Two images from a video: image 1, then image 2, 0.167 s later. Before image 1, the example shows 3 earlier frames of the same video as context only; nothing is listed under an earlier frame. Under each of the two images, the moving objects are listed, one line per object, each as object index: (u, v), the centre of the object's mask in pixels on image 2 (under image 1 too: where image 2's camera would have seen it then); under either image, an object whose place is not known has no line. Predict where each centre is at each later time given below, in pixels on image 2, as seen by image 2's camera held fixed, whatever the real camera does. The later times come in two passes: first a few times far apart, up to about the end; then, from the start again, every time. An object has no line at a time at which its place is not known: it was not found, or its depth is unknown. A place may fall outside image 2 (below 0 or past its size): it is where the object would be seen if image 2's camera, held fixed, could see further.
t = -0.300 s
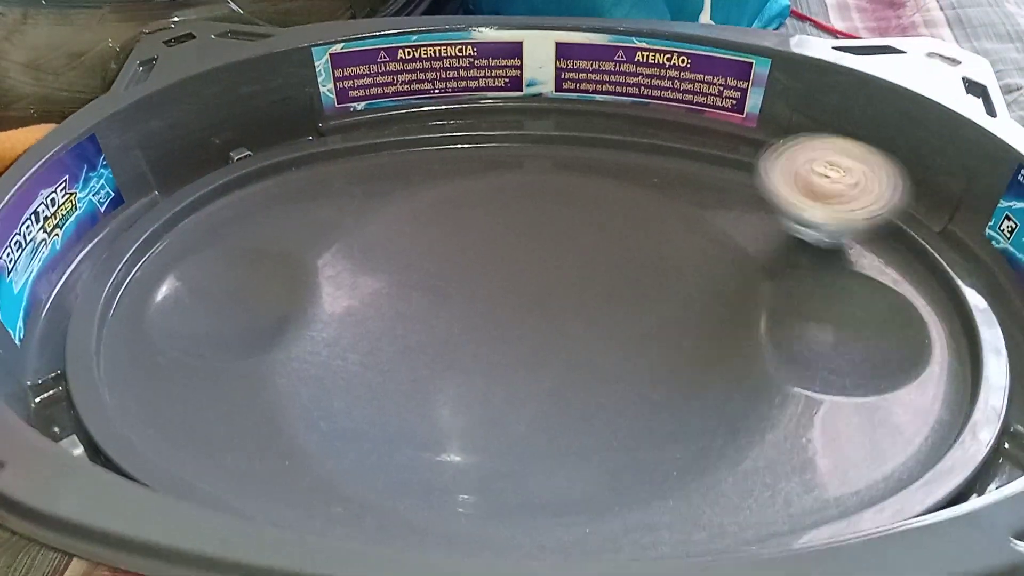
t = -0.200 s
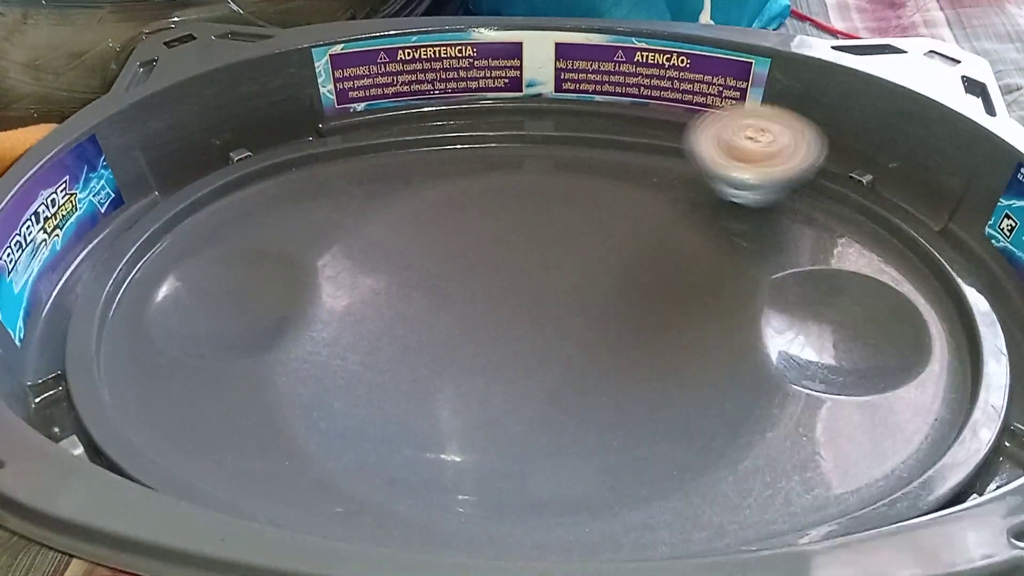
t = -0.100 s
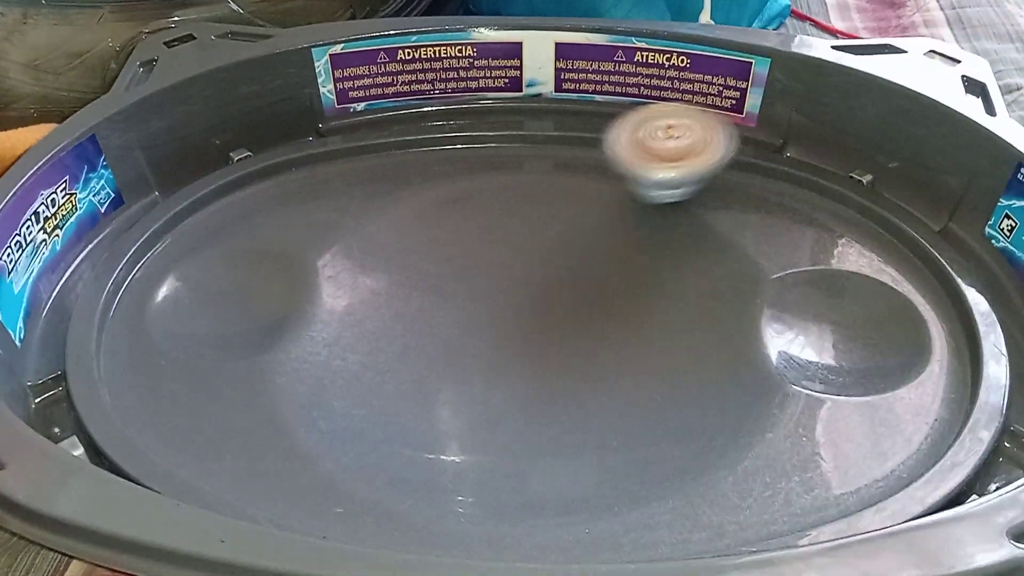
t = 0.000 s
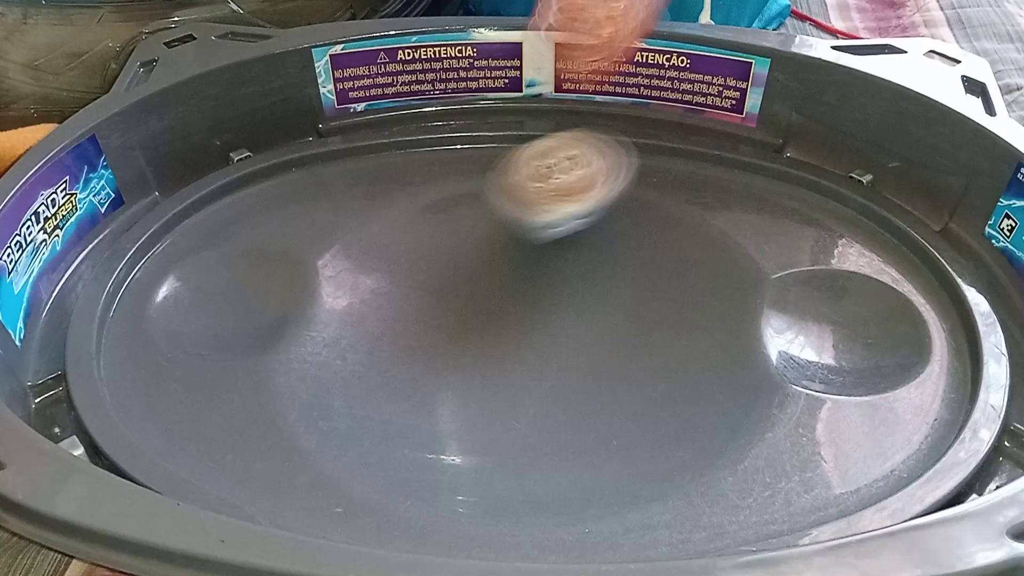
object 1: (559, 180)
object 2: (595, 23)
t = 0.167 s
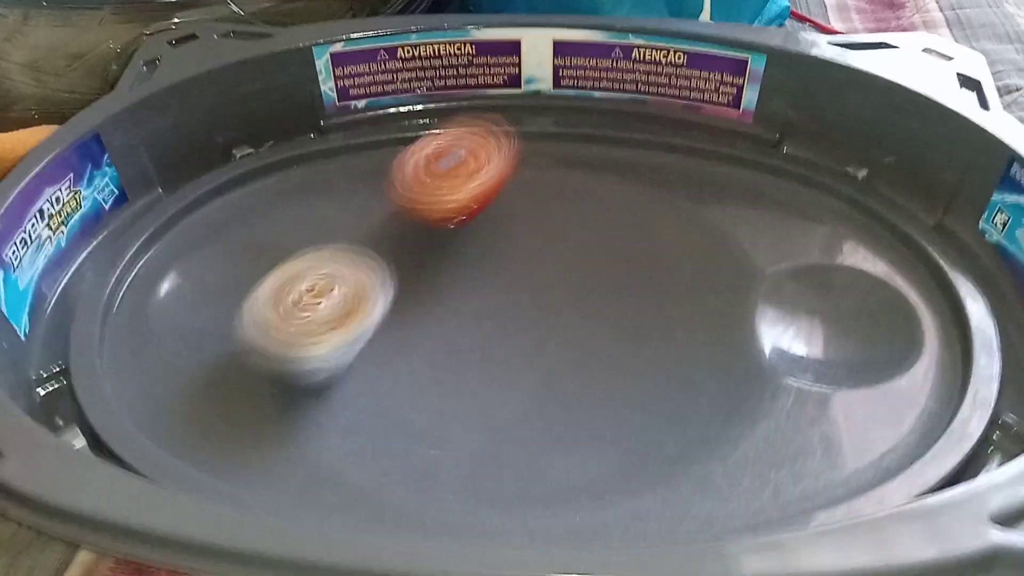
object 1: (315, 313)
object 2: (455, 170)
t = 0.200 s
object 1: (294, 351)
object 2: (418, 209)
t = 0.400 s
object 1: (553, 482)
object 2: (423, 392)
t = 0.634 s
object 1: (893, 362)
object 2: (746, 261)
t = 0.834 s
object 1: (917, 252)
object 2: (718, 148)
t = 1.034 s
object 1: (811, 187)
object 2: (604, 183)
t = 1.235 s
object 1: (666, 201)
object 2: (359, 368)
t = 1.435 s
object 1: (377, 300)
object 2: (496, 478)
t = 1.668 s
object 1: (446, 469)
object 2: (787, 317)
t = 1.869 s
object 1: (556, 464)
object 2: (839, 237)
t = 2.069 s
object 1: (646, 343)
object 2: (868, 310)
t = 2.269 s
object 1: (403, 196)
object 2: (892, 341)
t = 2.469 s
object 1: (137, 264)
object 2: (809, 259)
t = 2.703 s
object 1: (212, 392)
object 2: (879, 313)
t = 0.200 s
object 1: (294, 351)
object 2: (418, 209)
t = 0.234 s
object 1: (283, 399)
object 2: (383, 263)
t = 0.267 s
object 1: (291, 441)
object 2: (358, 315)
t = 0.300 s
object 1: (329, 458)
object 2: (353, 351)
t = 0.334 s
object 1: (382, 481)
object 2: (364, 369)
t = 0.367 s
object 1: (466, 474)
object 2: (380, 379)
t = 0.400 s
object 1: (553, 482)
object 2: (423, 392)
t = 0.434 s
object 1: (637, 473)
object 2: (468, 401)
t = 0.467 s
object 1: (711, 461)
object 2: (524, 400)
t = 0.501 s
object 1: (765, 436)
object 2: (582, 388)
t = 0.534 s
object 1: (810, 415)
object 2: (639, 365)
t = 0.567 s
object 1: (847, 398)
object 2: (687, 337)
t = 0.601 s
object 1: (872, 380)
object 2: (722, 296)
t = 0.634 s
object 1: (893, 362)
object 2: (746, 261)
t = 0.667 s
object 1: (908, 347)
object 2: (753, 228)
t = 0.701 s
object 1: (922, 331)
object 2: (749, 200)
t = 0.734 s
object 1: (930, 316)
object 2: (741, 180)
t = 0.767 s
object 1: (937, 296)
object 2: (735, 165)
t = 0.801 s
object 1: (933, 273)
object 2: (727, 155)
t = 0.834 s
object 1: (917, 252)
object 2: (718, 148)
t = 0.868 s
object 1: (899, 233)
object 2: (705, 146)
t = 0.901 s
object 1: (883, 218)
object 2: (693, 145)
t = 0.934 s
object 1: (867, 206)
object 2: (679, 148)
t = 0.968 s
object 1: (849, 197)
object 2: (661, 153)
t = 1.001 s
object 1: (831, 191)
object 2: (637, 164)
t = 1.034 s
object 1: (811, 187)
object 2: (604, 183)
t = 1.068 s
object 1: (791, 184)
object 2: (562, 204)
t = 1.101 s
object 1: (768, 182)
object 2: (513, 232)
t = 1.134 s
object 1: (746, 183)
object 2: (463, 263)
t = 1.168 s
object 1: (724, 185)
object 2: (419, 297)
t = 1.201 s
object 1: (699, 190)
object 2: (383, 332)
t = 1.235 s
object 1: (666, 201)
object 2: (359, 368)
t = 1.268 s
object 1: (622, 214)
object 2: (350, 403)
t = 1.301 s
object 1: (571, 226)
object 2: (353, 447)
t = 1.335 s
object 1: (519, 238)
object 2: (375, 468)
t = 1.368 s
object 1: (468, 253)
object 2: (407, 474)
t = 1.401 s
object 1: (420, 274)
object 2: (449, 477)
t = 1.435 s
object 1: (377, 300)
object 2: (496, 478)
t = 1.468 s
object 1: (344, 334)
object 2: (546, 466)
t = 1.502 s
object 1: (327, 370)
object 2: (593, 452)
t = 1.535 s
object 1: (324, 413)
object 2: (644, 435)
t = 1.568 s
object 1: (335, 452)
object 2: (693, 413)
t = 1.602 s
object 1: (379, 458)
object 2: (729, 386)
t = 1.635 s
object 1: (418, 464)
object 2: (767, 348)
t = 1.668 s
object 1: (446, 469)
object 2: (787, 317)
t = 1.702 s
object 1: (467, 477)
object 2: (800, 300)
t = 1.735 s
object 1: (488, 477)
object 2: (820, 278)
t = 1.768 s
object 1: (502, 475)
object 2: (838, 257)
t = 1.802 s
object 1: (519, 473)
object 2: (846, 241)
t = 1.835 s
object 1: (537, 470)
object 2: (846, 236)
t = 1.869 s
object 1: (556, 464)
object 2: (839, 237)
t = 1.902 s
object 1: (580, 457)
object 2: (824, 250)
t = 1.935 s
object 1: (605, 445)
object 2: (804, 268)
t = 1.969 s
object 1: (638, 428)
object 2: (786, 287)
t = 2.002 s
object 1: (667, 404)
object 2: (779, 306)
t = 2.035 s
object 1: (671, 378)
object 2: (807, 312)
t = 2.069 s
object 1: (646, 343)
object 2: (868, 310)
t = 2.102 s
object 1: (619, 310)
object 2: (925, 332)
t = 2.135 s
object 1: (585, 276)
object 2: (959, 358)
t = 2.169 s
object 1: (547, 249)
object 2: (960, 355)
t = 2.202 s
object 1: (502, 226)
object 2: (946, 353)
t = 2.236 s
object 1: (455, 208)
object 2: (914, 353)
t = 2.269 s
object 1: (403, 196)
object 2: (892, 341)
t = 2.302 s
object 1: (351, 191)
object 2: (873, 328)
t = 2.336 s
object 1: (303, 197)
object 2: (849, 324)
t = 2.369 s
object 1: (260, 208)
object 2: (831, 305)
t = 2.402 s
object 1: (212, 224)
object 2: (815, 287)
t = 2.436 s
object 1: (164, 239)
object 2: (809, 268)
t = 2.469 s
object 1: (137, 264)
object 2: (809, 259)
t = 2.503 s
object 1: (138, 296)
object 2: (807, 257)
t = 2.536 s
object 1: (140, 325)
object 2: (803, 266)
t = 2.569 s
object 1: (144, 348)
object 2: (805, 282)
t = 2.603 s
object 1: (154, 367)
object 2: (817, 297)
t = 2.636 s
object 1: (171, 379)
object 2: (834, 308)
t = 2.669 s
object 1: (190, 386)
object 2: (857, 314)
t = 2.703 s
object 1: (212, 392)
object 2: (879, 313)
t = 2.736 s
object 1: (236, 396)
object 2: (894, 305)
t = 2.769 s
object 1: (260, 398)
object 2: (900, 291)
